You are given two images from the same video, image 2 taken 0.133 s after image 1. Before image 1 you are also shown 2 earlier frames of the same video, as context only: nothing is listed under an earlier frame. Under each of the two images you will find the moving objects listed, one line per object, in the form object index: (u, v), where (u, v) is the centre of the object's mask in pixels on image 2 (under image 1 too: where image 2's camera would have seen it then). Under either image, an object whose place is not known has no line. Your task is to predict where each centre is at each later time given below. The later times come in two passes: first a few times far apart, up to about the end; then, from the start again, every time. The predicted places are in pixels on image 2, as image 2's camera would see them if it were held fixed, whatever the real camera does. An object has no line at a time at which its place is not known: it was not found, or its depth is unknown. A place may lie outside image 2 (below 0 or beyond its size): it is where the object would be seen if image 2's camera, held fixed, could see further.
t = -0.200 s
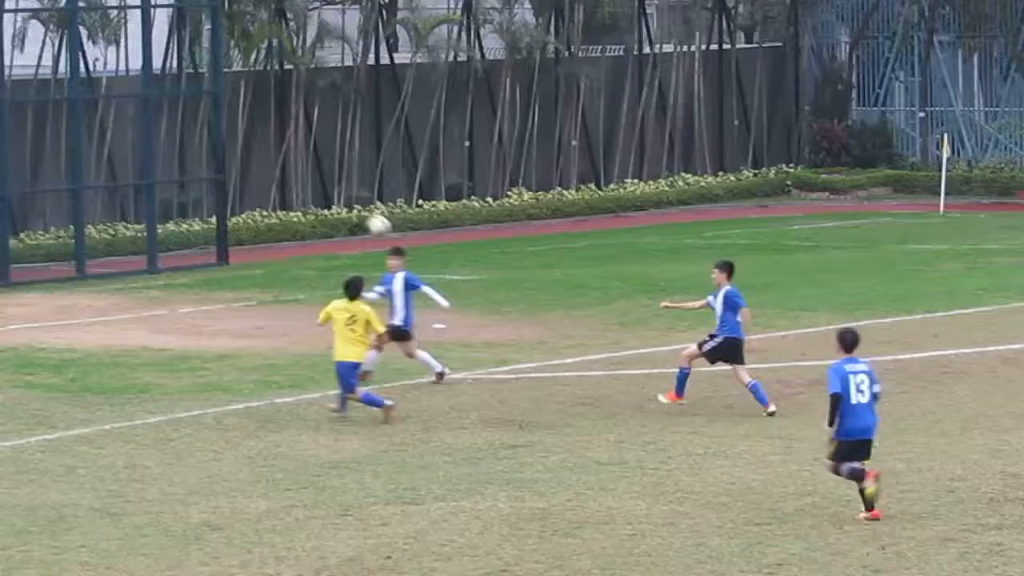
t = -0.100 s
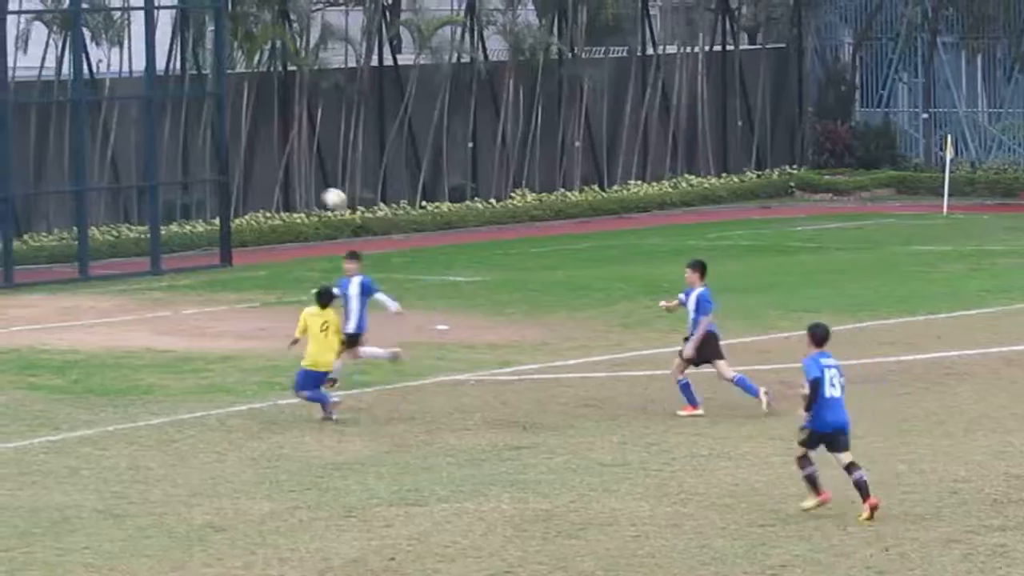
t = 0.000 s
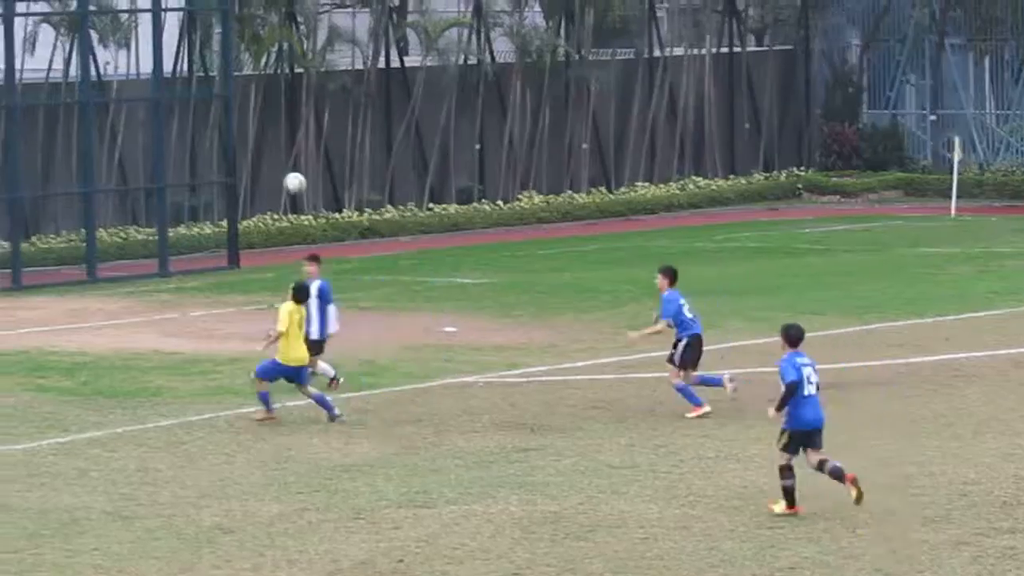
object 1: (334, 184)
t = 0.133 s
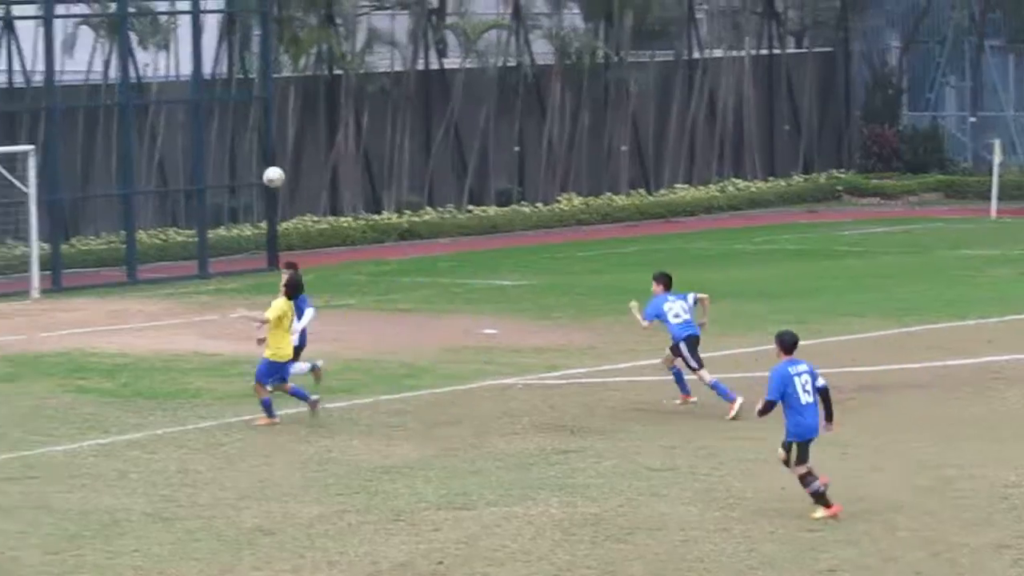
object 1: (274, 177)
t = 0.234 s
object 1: (229, 181)
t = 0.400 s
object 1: (158, 209)
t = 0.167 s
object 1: (258, 177)
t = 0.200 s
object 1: (243, 177)
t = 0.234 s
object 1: (229, 181)
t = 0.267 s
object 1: (214, 184)
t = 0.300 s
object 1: (200, 188)
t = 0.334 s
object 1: (186, 195)
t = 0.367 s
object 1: (172, 202)
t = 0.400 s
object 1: (158, 209)
